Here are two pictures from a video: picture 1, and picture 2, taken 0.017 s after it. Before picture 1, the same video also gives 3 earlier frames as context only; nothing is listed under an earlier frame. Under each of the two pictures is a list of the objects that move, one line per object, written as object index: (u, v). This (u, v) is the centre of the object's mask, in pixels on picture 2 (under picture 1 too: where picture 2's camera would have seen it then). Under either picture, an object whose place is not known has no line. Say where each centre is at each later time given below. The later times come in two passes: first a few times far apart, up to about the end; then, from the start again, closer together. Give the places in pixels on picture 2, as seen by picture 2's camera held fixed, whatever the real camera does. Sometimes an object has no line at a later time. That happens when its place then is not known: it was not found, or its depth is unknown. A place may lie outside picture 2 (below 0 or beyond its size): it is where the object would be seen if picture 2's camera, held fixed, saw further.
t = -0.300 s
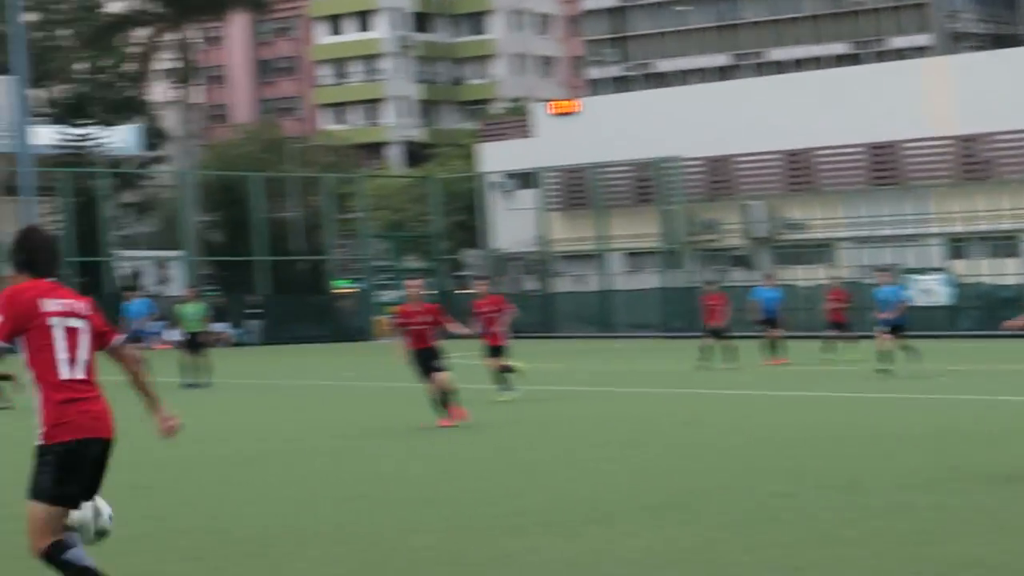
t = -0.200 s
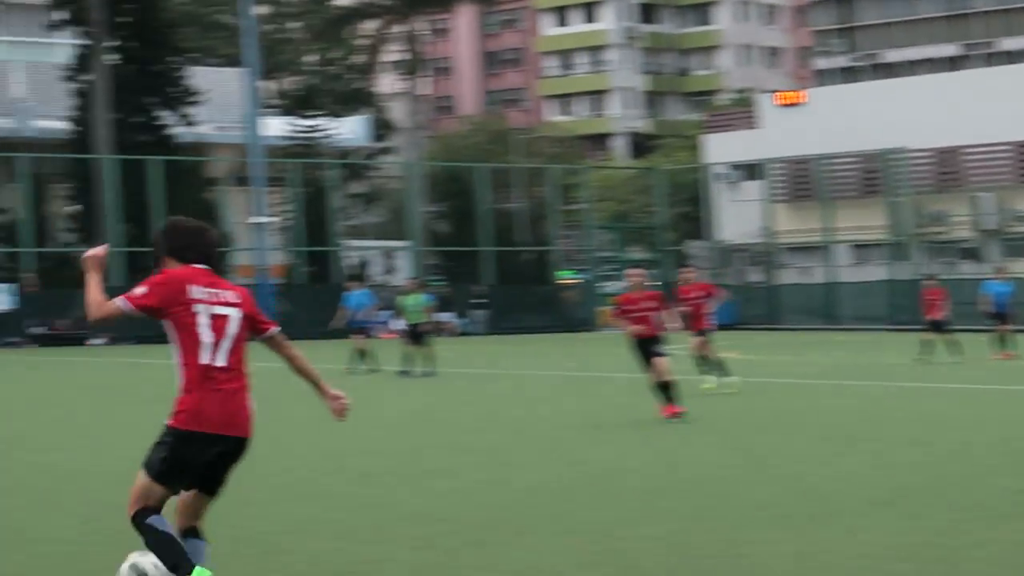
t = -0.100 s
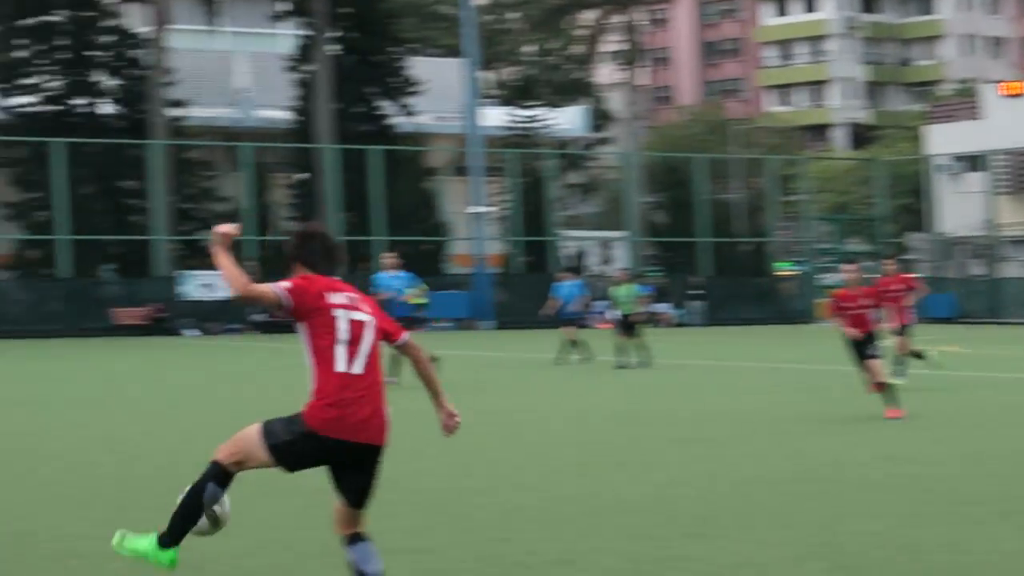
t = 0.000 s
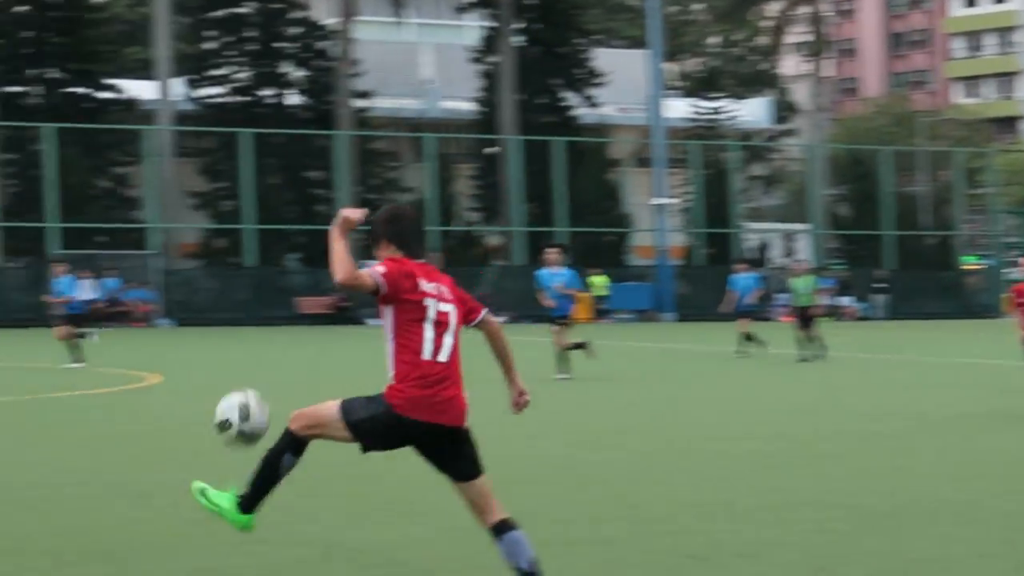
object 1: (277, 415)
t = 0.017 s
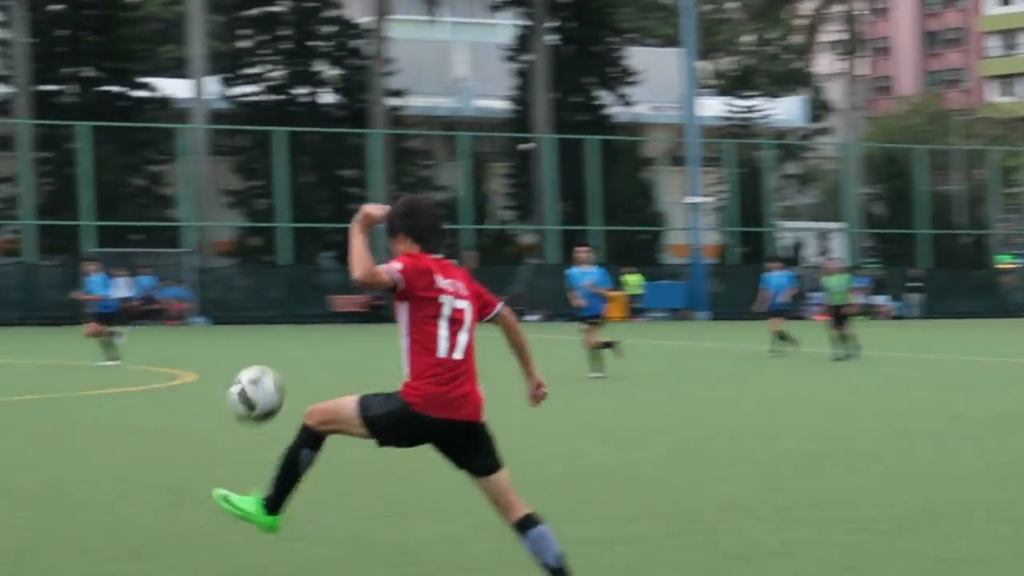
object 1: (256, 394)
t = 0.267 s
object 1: (-65, 148)
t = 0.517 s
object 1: (-458, 52)
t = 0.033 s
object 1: (234, 375)
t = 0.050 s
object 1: (212, 356)
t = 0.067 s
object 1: (190, 338)
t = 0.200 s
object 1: (22, 202)
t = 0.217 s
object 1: (3, 189)
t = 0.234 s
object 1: (-21, 174)
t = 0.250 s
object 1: (-43, 161)
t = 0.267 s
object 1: (-65, 148)
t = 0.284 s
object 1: (-90, 138)
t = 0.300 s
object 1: (-113, 127)
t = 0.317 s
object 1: (-138, 118)
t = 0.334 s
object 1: (-162, 107)
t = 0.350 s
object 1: (-187, 98)
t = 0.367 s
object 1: (-212, 90)
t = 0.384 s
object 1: (-238, 81)
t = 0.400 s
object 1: (-264, 75)
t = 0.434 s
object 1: (-317, 65)
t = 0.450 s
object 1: (-346, 60)
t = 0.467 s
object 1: (-374, 56)
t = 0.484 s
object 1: (-401, 54)
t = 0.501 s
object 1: (-430, 52)
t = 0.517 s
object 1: (-458, 52)
